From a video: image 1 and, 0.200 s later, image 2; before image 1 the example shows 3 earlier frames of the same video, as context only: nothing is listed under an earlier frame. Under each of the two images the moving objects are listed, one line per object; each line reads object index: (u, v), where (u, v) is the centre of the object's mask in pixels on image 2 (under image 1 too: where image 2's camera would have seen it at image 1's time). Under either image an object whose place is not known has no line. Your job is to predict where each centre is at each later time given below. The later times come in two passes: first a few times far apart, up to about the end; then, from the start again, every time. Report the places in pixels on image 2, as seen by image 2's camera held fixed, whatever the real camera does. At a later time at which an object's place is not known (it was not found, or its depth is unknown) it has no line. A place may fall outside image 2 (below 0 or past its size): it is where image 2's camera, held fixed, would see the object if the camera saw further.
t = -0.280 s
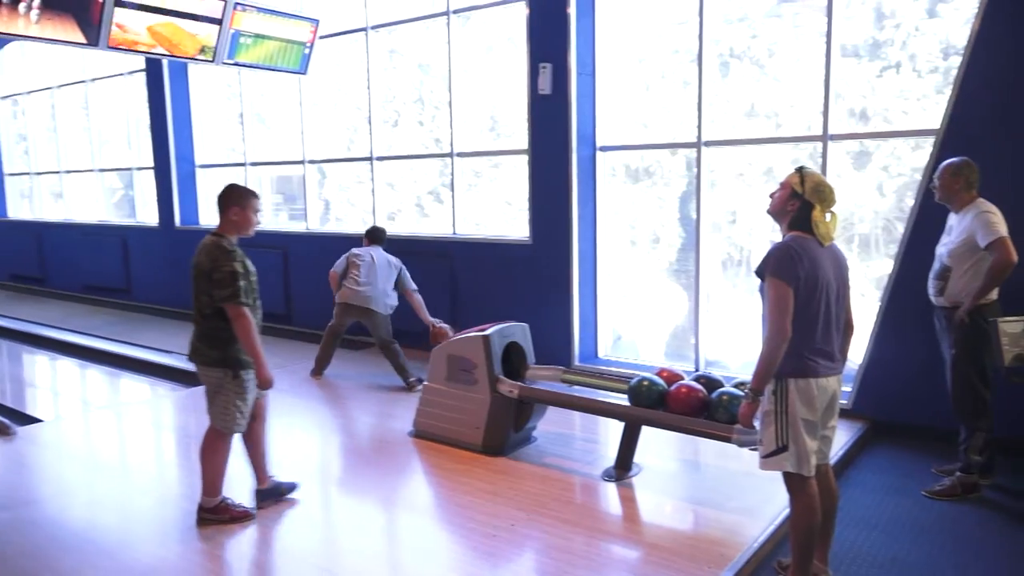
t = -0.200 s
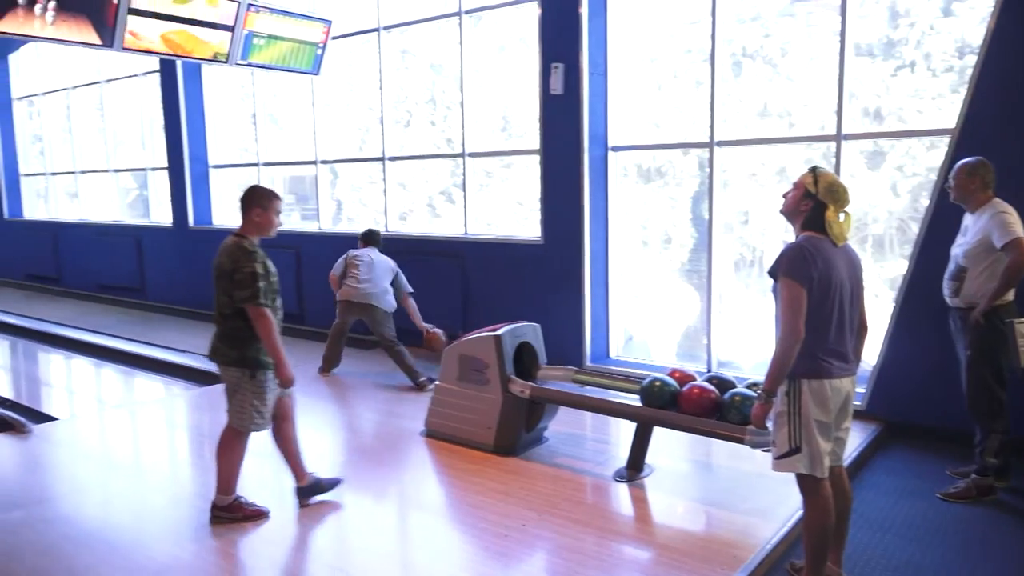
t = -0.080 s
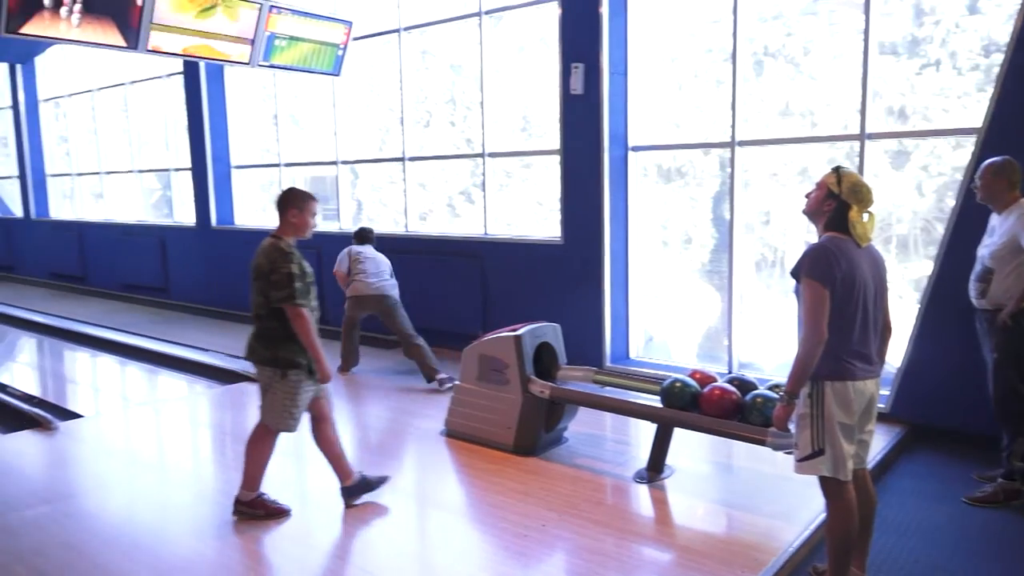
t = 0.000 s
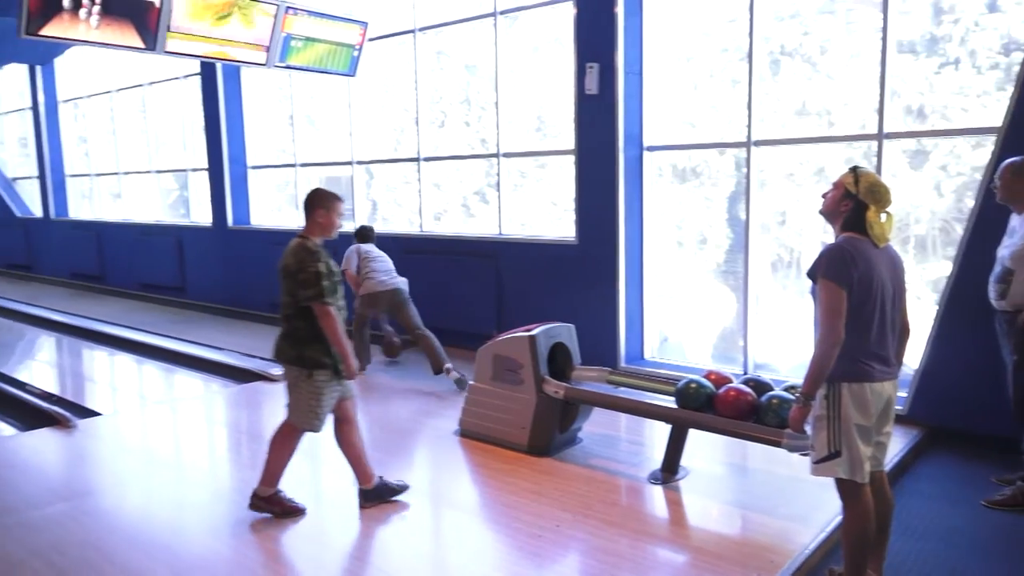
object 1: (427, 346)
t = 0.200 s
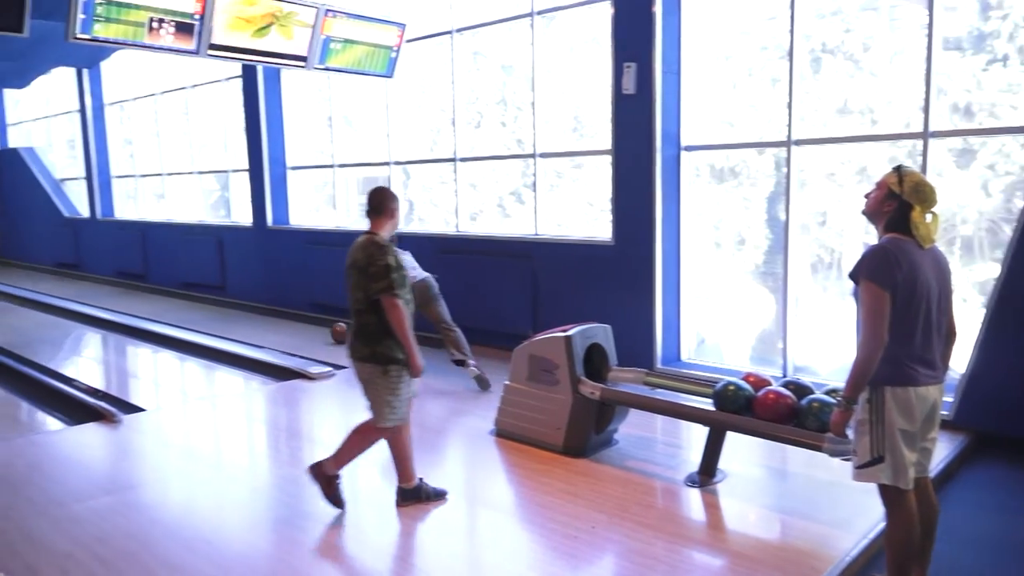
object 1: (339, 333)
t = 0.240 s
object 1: (324, 330)
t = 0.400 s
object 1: (271, 319)
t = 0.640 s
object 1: (205, 307)
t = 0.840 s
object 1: (161, 298)
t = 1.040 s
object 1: (124, 291)
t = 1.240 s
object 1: (92, 285)
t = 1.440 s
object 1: (65, 280)
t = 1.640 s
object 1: (41, 276)
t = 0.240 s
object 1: (324, 330)
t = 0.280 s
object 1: (310, 327)
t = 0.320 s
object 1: (296, 324)
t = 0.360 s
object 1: (283, 322)
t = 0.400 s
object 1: (271, 319)
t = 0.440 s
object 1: (259, 317)
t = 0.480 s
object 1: (247, 315)
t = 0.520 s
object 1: (236, 313)
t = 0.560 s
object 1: (226, 311)
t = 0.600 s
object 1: (215, 309)
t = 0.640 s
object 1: (205, 307)
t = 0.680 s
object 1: (196, 305)
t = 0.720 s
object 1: (187, 303)
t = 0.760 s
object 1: (178, 301)
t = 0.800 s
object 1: (170, 300)
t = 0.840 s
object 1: (161, 298)
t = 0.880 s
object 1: (153, 297)
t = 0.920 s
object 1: (146, 295)
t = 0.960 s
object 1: (138, 294)
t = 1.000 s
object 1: (131, 293)
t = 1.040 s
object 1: (124, 291)
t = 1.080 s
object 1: (118, 290)
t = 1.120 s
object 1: (111, 289)
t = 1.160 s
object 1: (105, 287)
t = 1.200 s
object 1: (98, 286)
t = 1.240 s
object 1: (92, 285)
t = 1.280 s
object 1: (86, 284)
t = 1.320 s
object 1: (81, 283)
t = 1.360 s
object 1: (76, 282)
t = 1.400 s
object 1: (70, 281)
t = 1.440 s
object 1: (65, 280)
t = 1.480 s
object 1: (60, 279)
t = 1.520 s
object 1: (56, 278)
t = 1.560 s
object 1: (51, 277)
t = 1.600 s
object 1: (47, 276)
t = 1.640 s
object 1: (41, 276)
